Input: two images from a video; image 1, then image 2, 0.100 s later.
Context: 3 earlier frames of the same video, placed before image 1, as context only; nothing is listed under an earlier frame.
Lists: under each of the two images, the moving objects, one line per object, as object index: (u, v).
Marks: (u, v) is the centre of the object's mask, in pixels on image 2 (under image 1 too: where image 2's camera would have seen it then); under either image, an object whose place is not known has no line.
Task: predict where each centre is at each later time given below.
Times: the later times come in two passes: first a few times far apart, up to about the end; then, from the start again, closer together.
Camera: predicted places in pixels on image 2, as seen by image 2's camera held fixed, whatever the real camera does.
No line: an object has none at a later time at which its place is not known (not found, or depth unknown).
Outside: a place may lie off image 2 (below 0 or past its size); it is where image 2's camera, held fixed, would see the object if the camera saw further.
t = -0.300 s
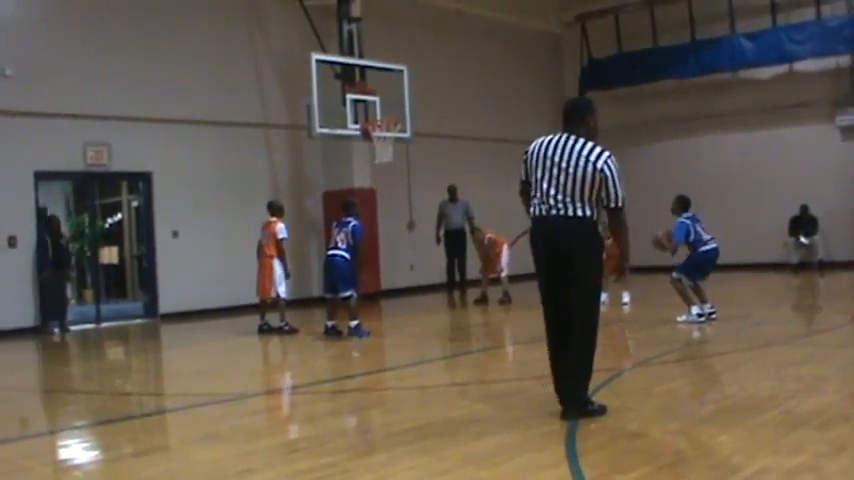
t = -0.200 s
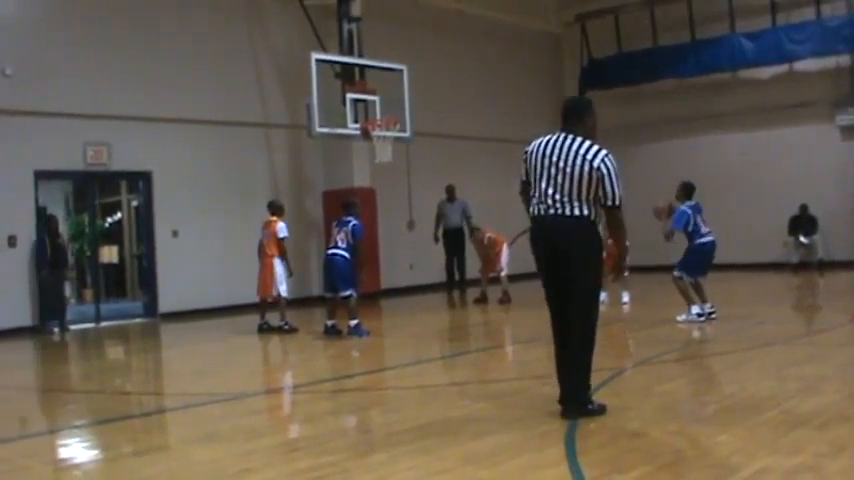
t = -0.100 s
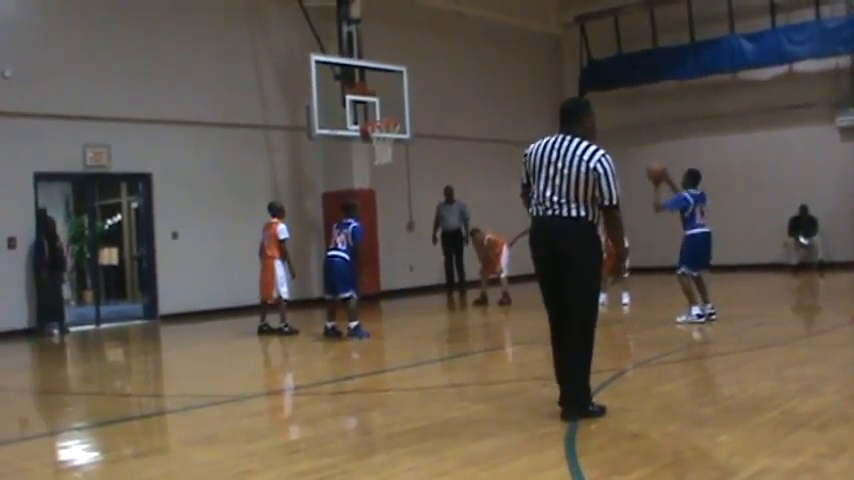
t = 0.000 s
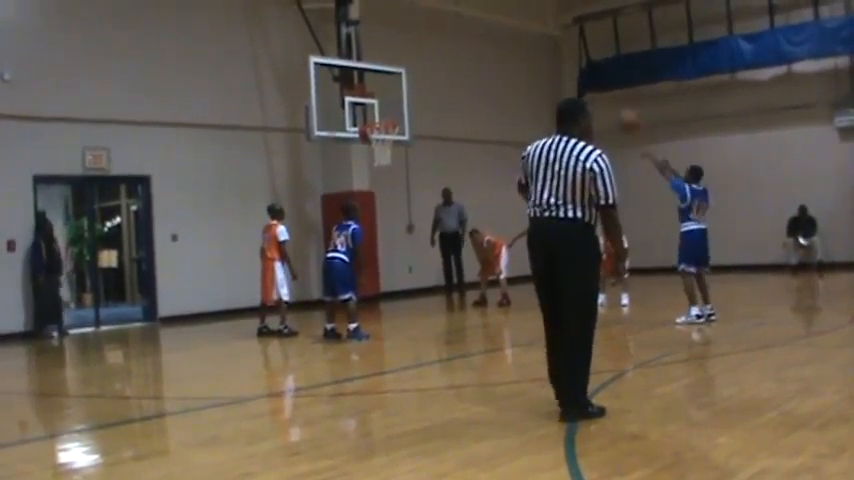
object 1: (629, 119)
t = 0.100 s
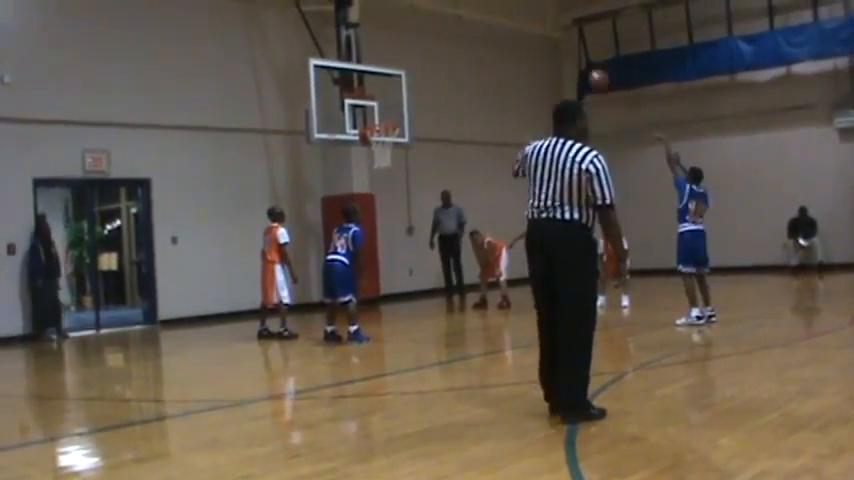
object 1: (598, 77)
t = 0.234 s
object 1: (561, 37)
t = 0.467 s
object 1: (505, 12)
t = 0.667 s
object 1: (466, 22)
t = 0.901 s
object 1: (426, 72)
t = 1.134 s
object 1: (410, 102)
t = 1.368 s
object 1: (425, 83)
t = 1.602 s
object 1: (441, 104)
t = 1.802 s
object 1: (457, 152)
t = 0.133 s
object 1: (588, 65)
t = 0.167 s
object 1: (578, 54)
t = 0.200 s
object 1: (569, 46)
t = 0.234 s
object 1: (561, 37)
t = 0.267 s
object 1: (552, 30)
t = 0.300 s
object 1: (544, 26)
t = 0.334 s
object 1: (536, 21)
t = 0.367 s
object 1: (528, 17)
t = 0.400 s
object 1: (520, 14)
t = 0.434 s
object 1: (512, 12)
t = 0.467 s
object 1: (505, 12)
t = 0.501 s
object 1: (498, 11)
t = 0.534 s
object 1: (491, 12)
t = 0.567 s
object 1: (485, 14)
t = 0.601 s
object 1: (478, 16)
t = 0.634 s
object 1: (472, 19)
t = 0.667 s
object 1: (466, 22)
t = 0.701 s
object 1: (460, 27)
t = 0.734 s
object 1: (453, 32)
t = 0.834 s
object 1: (437, 53)
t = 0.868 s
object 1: (431, 61)
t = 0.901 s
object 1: (426, 72)
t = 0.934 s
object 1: (421, 82)
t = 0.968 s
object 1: (415, 94)
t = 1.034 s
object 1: (406, 117)
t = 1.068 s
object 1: (407, 115)
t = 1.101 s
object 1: (408, 108)
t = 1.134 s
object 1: (410, 102)
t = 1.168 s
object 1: (412, 97)
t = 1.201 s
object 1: (414, 92)
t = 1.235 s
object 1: (416, 88)
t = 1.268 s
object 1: (418, 85)
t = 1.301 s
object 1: (420, 84)
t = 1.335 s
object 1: (421, 83)
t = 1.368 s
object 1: (425, 83)
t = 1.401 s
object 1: (426, 84)
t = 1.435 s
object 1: (429, 85)
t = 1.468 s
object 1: (430, 87)
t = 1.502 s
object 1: (433, 91)
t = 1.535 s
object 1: (435, 94)
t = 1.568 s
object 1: (438, 98)
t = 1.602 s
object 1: (441, 104)
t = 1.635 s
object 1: (444, 110)
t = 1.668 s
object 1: (447, 117)
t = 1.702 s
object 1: (450, 125)
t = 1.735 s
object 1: (452, 133)
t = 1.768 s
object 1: (454, 143)
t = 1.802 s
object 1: (457, 152)
